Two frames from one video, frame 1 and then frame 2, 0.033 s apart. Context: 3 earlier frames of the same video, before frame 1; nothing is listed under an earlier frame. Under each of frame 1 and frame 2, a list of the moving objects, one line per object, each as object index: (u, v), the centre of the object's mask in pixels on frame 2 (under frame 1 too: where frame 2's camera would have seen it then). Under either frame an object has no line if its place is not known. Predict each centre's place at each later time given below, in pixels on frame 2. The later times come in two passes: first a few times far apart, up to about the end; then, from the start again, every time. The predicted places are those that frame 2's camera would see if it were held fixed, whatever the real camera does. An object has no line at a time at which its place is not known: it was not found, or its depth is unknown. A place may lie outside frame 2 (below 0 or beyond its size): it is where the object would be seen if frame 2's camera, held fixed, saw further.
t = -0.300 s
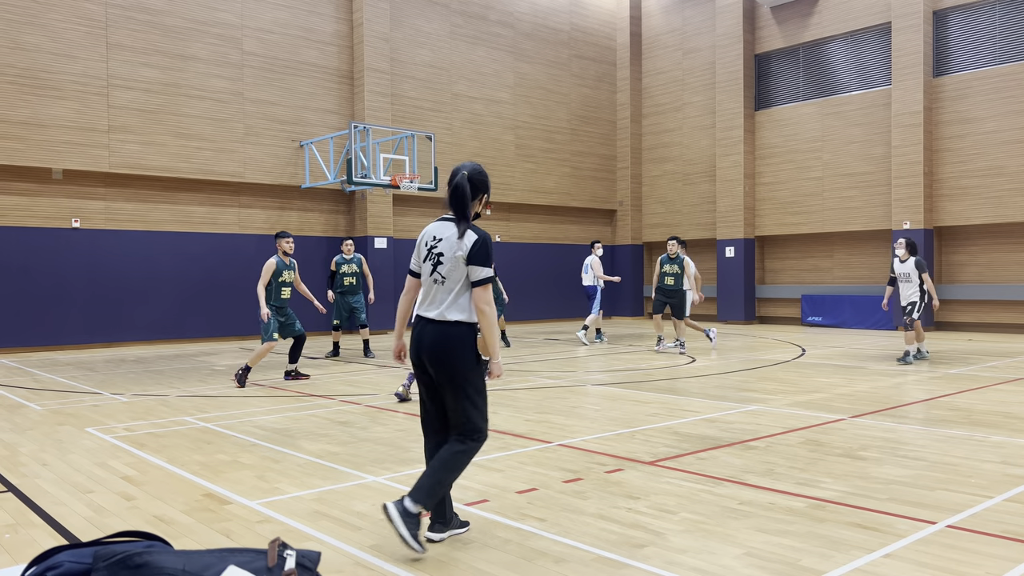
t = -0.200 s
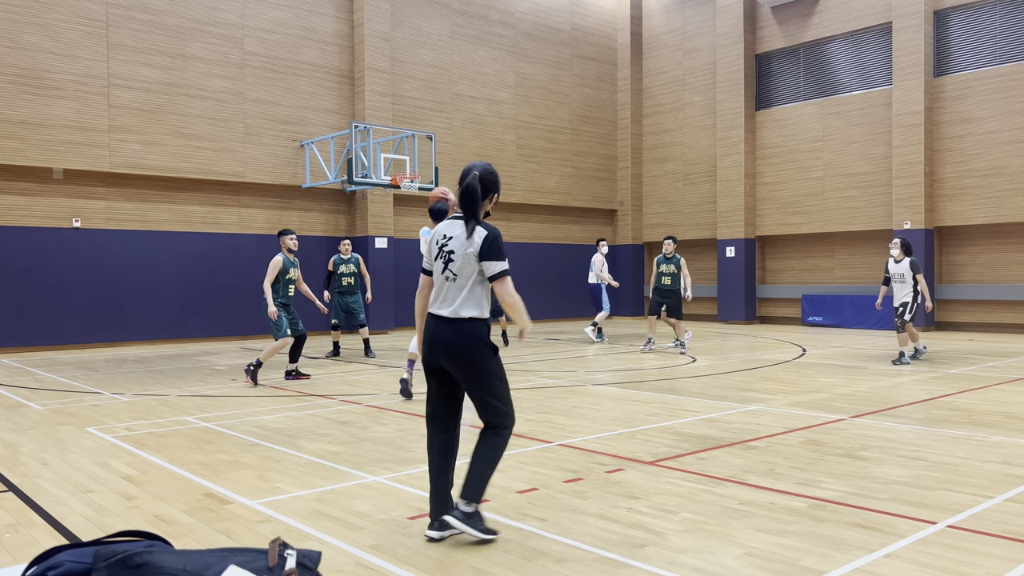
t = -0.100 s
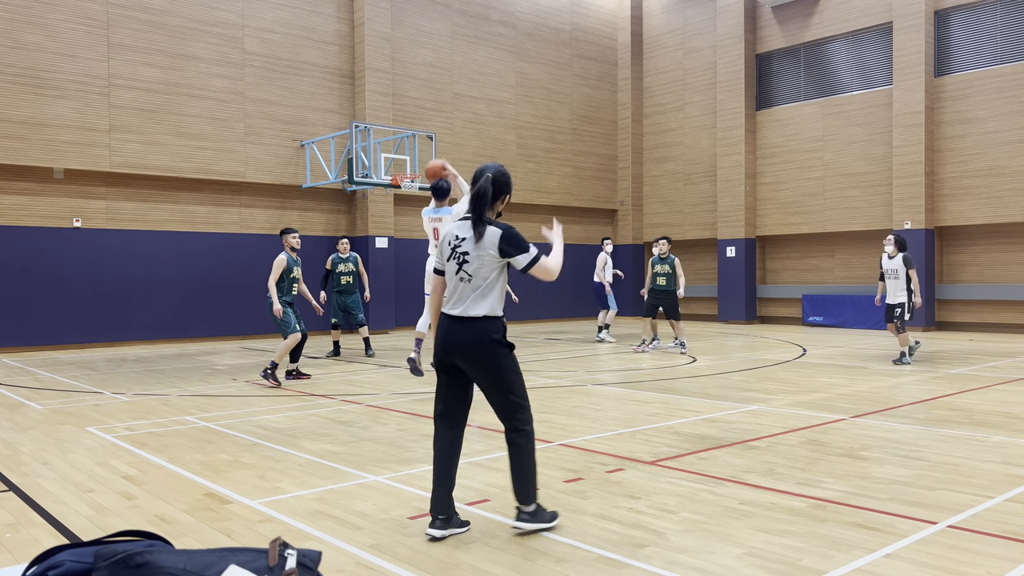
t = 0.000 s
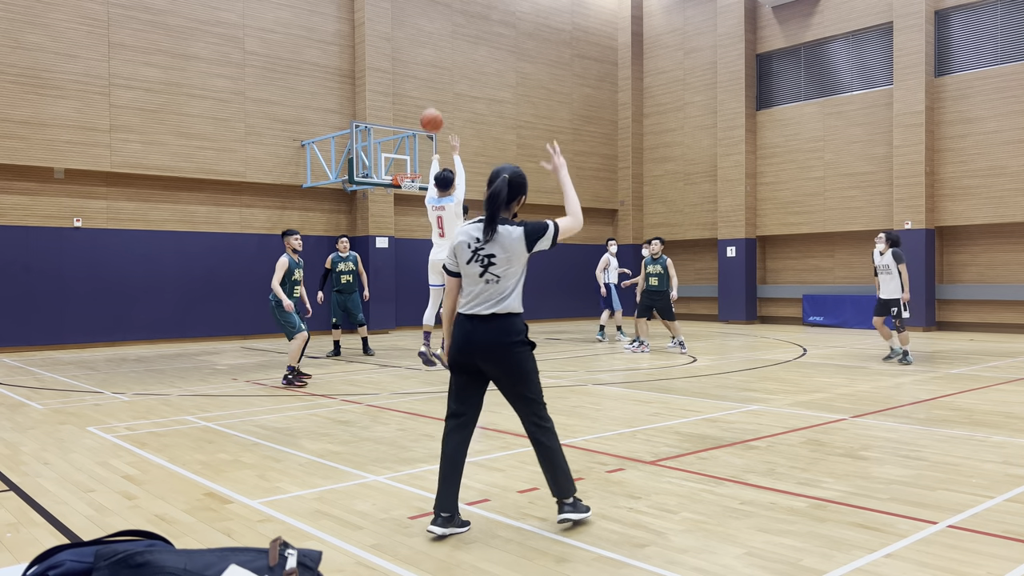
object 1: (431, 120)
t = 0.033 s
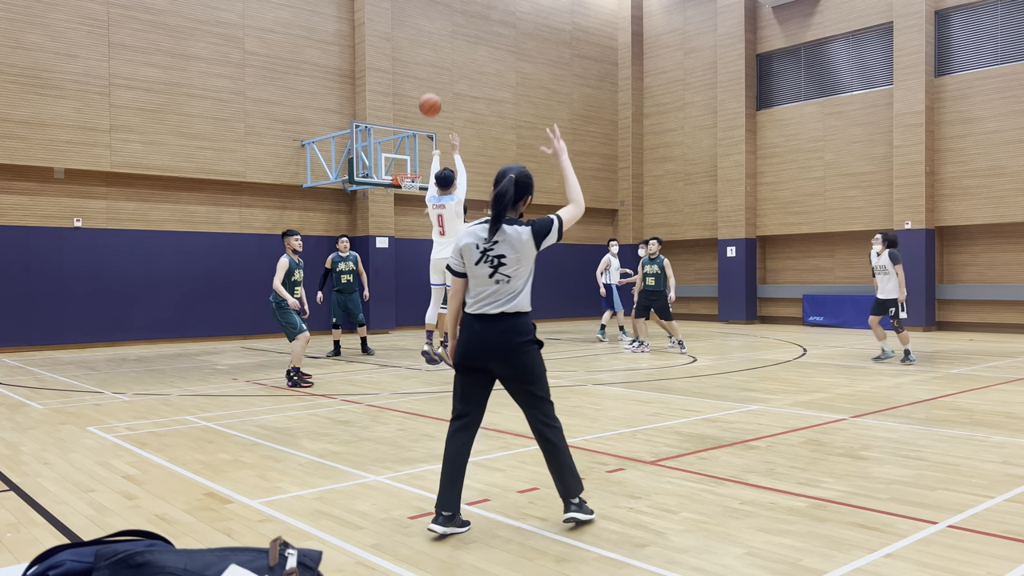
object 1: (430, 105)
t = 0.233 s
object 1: (422, 44)
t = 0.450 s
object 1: (415, 25)
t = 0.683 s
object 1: (409, 43)
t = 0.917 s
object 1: (405, 91)
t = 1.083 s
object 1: (402, 138)
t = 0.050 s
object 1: (429, 98)
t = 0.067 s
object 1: (428, 91)
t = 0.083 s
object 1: (428, 85)
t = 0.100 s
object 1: (427, 79)
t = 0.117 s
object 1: (426, 74)
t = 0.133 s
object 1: (425, 68)
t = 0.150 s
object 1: (425, 64)
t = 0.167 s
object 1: (424, 59)
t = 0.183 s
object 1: (424, 55)
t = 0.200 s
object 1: (423, 51)
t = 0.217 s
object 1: (422, 47)
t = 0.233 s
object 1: (422, 44)
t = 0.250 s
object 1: (421, 41)
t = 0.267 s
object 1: (421, 38)
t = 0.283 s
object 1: (420, 36)
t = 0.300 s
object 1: (419, 34)
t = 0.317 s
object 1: (419, 32)
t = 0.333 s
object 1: (418, 30)
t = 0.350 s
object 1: (418, 28)
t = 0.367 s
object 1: (417, 27)
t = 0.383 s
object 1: (417, 26)
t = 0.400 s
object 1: (416, 26)
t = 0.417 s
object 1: (416, 25)
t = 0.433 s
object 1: (416, 25)
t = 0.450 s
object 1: (415, 25)
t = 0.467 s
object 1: (415, 25)
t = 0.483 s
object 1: (414, 25)
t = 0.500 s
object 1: (414, 26)
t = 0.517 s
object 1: (413, 26)
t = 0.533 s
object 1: (413, 27)
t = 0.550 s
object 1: (412, 28)
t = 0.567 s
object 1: (412, 30)
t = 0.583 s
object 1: (412, 31)
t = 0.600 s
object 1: (411, 33)
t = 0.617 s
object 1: (411, 34)
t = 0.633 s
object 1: (410, 36)
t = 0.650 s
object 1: (410, 38)
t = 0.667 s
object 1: (409, 41)
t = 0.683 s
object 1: (409, 43)
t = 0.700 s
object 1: (409, 46)
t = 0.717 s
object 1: (408, 48)
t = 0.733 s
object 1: (408, 51)
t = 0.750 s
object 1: (408, 54)
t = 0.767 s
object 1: (407, 57)
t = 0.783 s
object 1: (407, 60)
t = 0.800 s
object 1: (407, 64)
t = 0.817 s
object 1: (406, 67)
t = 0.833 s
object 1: (406, 71)
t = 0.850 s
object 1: (406, 75)
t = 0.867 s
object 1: (406, 78)
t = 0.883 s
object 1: (405, 83)
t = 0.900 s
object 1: (405, 86)
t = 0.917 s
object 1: (405, 91)
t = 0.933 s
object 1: (404, 95)
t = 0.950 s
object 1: (404, 99)
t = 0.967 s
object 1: (403, 104)
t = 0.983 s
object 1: (403, 109)
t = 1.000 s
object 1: (403, 113)
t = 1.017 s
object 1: (403, 118)
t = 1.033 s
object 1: (403, 123)
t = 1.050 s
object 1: (402, 128)
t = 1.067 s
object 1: (402, 133)
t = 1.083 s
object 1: (402, 138)
